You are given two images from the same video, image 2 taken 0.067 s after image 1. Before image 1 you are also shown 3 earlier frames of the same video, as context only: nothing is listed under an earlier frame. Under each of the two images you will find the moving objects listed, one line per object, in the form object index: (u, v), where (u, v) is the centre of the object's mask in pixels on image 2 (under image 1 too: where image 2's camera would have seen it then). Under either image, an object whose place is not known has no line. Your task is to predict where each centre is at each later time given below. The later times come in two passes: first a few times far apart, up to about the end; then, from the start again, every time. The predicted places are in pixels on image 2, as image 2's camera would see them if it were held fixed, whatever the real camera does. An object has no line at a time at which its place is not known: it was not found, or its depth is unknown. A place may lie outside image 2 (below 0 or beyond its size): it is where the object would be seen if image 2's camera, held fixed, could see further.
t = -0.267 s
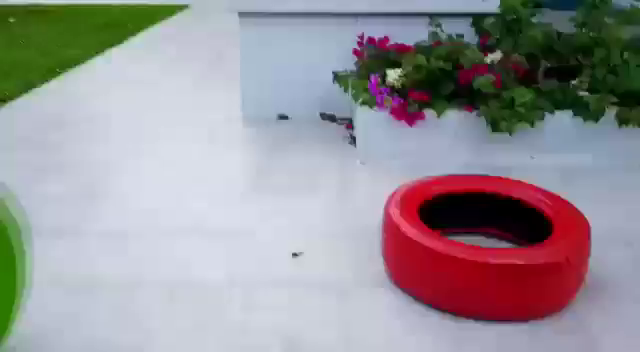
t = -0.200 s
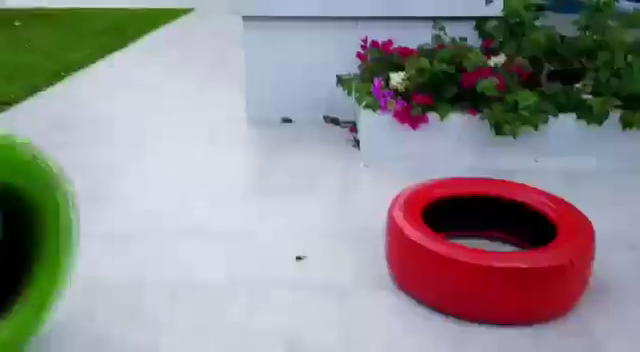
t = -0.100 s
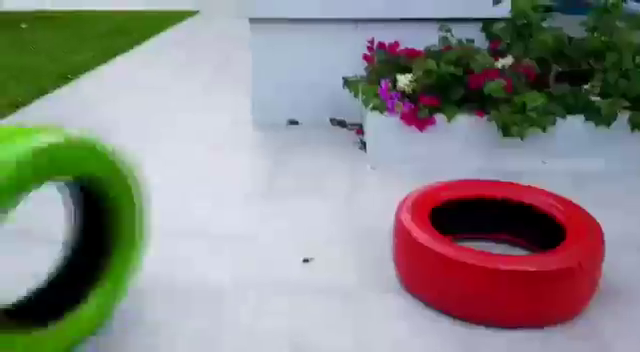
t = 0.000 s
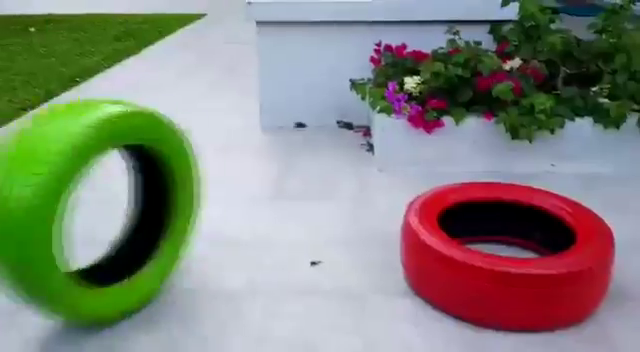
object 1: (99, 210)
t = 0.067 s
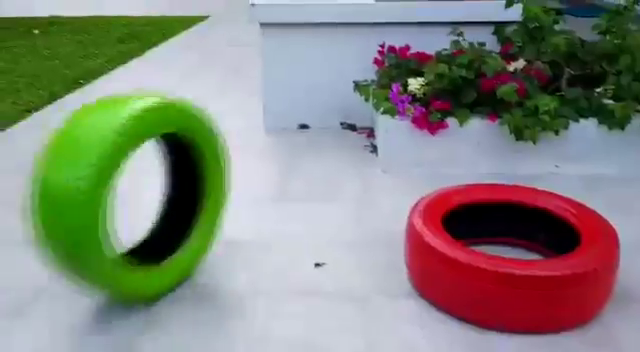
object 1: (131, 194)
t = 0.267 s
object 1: (213, 152)
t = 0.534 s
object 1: (285, 113)
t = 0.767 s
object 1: (328, 91)
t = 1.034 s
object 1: (339, 92)
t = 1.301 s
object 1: (346, 98)
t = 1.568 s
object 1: (339, 104)
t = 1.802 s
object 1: (319, 113)
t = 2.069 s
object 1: (233, 139)
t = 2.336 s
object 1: (202, 168)
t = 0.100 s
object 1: (145, 186)
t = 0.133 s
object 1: (161, 181)
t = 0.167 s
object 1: (174, 172)
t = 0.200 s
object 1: (188, 166)
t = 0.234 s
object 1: (201, 159)
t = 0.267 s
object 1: (213, 152)
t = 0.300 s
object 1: (223, 146)
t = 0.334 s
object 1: (235, 140)
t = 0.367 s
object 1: (244, 134)
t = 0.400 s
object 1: (253, 129)
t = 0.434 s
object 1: (262, 125)
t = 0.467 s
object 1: (270, 121)
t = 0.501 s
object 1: (278, 116)
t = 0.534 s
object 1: (285, 113)
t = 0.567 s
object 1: (292, 109)
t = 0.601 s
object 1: (299, 106)
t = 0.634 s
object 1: (305, 103)
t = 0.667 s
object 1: (311, 100)
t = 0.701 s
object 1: (317, 97)
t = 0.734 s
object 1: (323, 94)
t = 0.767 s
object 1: (328, 91)
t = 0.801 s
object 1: (334, 88)
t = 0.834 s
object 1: (337, 85)
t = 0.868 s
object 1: (337, 84)
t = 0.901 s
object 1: (337, 86)
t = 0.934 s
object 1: (336, 92)
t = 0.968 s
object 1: (337, 92)
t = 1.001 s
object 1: (338, 91)
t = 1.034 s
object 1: (339, 92)
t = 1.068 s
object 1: (340, 94)
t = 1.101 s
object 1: (342, 94)
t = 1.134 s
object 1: (344, 96)
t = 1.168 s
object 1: (345, 97)
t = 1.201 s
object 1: (345, 97)
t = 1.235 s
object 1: (345, 97)
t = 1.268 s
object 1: (346, 98)
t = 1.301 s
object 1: (346, 98)
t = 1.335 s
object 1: (346, 99)
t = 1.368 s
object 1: (346, 99)
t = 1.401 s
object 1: (345, 100)
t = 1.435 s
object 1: (345, 101)
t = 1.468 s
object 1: (344, 101)
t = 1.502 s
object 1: (343, 102)
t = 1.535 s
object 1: (341, 103)
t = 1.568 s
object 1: (339, 104)
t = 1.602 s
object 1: (336, 105)
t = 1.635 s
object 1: (333, 106)
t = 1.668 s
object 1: (330, 107)
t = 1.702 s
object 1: (328, 108)
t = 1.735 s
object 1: (325, 109)
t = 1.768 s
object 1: (322, 111)
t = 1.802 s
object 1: (319, 113)
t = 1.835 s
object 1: (312, 114)
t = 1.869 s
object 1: (302, 119)
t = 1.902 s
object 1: (292, 125)
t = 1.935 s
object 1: (279, 136)
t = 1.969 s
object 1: (265, 153)
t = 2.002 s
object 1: (253, 167)
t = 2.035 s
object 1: (239, 152)
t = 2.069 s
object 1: (233, 139)
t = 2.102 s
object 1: (229, 138)
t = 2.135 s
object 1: (224, 147)
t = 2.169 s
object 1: (217, 164)
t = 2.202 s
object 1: (213, 166)
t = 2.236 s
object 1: (209, 162)
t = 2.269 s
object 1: (205, 168)
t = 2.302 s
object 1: (204, 168)
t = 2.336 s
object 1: (202, 168)
